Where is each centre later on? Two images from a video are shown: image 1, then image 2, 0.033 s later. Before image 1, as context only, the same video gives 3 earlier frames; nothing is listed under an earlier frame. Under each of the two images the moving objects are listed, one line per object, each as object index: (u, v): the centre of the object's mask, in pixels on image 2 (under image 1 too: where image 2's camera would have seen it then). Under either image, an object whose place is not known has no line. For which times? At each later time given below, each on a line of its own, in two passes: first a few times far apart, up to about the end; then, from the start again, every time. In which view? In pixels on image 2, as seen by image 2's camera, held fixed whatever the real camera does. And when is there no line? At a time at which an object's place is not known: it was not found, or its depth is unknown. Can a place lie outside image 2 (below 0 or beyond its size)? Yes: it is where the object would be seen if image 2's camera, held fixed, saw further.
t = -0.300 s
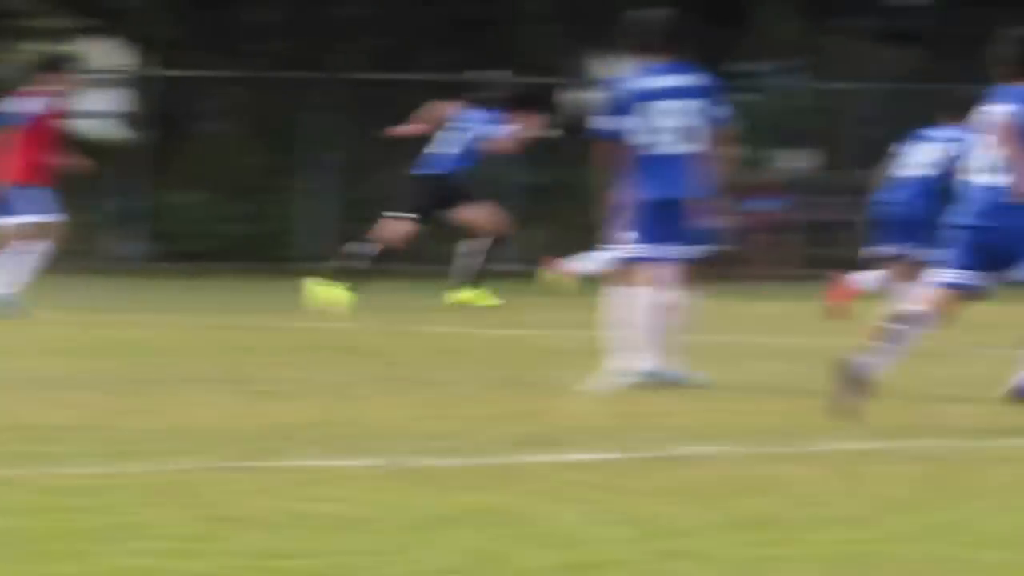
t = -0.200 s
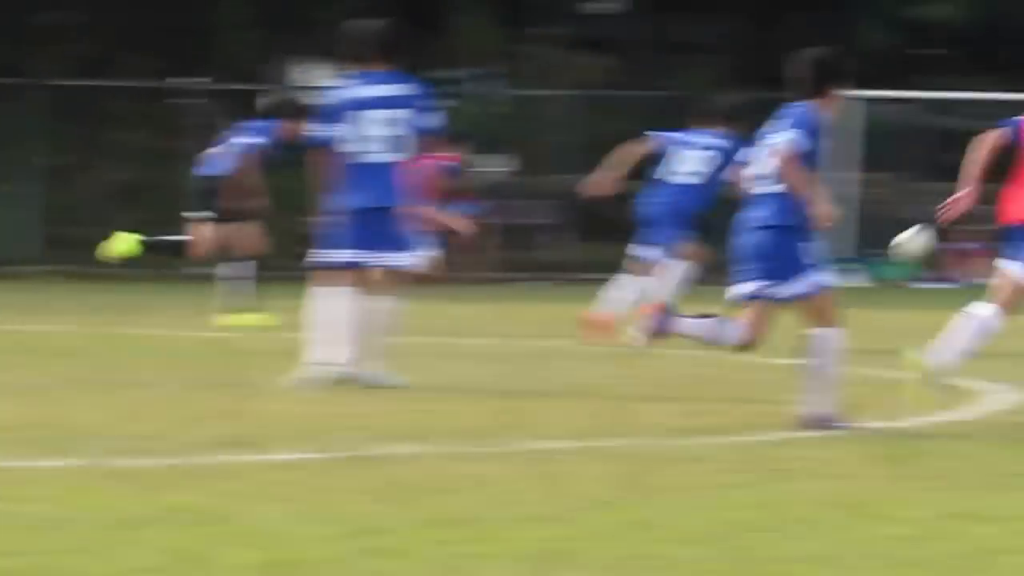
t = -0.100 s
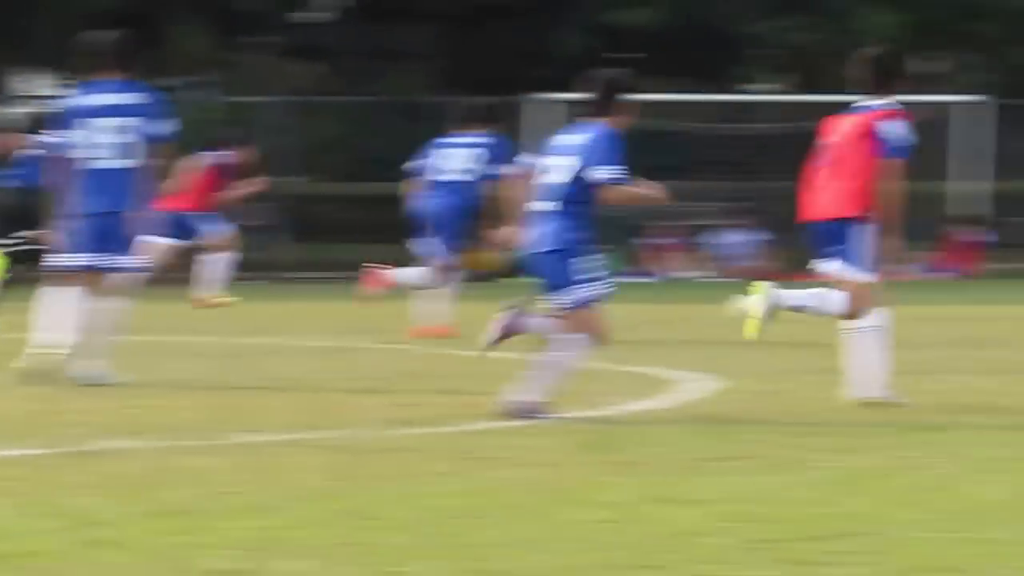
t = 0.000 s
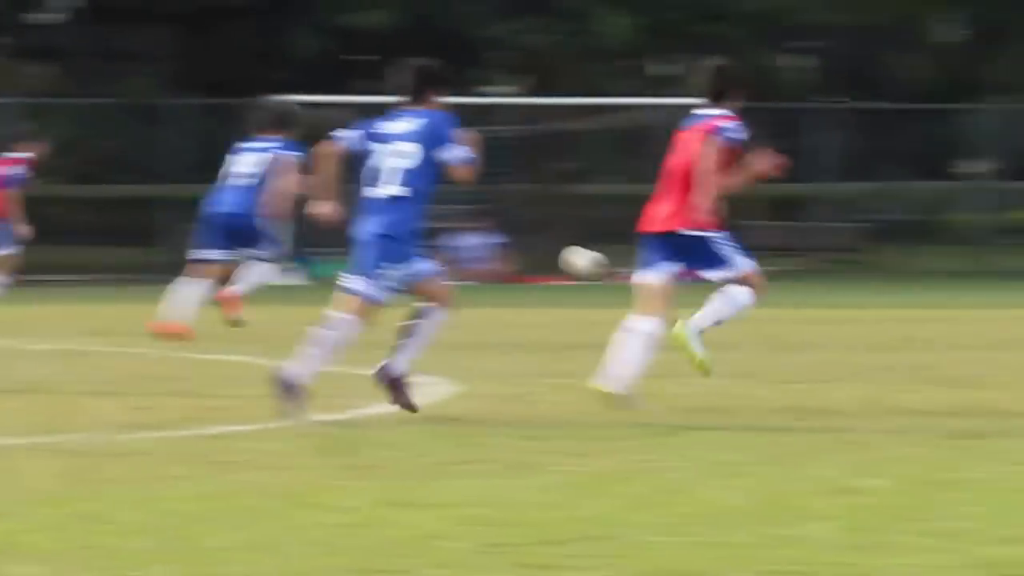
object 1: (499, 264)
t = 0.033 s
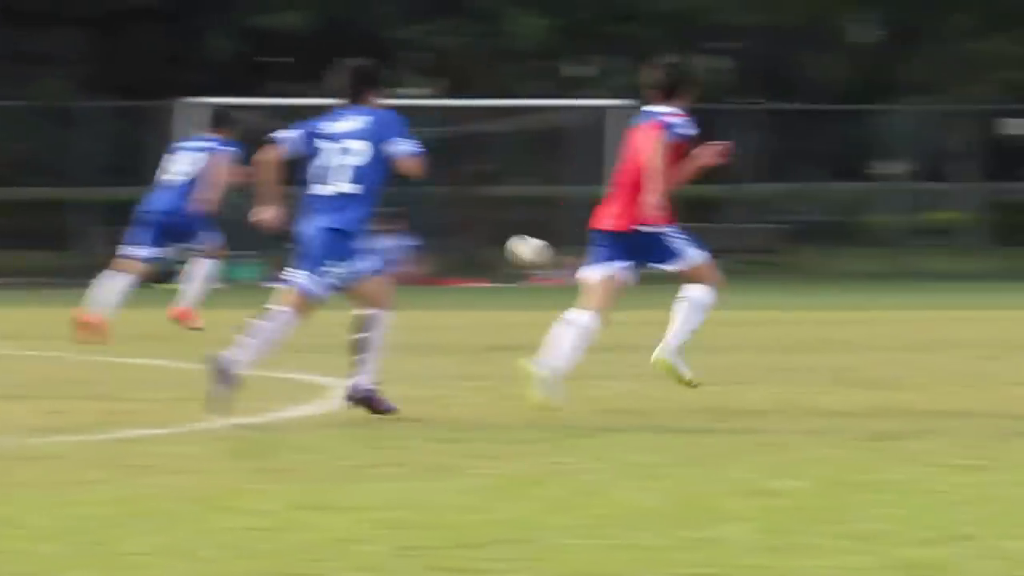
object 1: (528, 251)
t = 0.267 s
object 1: (722, 209)
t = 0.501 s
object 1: (910, 246)
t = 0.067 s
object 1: (559, 240)
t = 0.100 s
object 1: (588, 230)
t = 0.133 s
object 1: (618, 221)
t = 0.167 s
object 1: (646, 215)
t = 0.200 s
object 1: (673, 211)
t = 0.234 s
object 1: (695, 208)
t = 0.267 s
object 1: (722, 209)
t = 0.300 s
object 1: (748, 208)
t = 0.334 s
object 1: (778, 212)
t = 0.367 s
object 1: (806, 216)
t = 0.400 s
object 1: (832, 221)
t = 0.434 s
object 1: (858, 228)
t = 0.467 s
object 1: (884, 236)
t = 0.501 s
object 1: (910, 246)
